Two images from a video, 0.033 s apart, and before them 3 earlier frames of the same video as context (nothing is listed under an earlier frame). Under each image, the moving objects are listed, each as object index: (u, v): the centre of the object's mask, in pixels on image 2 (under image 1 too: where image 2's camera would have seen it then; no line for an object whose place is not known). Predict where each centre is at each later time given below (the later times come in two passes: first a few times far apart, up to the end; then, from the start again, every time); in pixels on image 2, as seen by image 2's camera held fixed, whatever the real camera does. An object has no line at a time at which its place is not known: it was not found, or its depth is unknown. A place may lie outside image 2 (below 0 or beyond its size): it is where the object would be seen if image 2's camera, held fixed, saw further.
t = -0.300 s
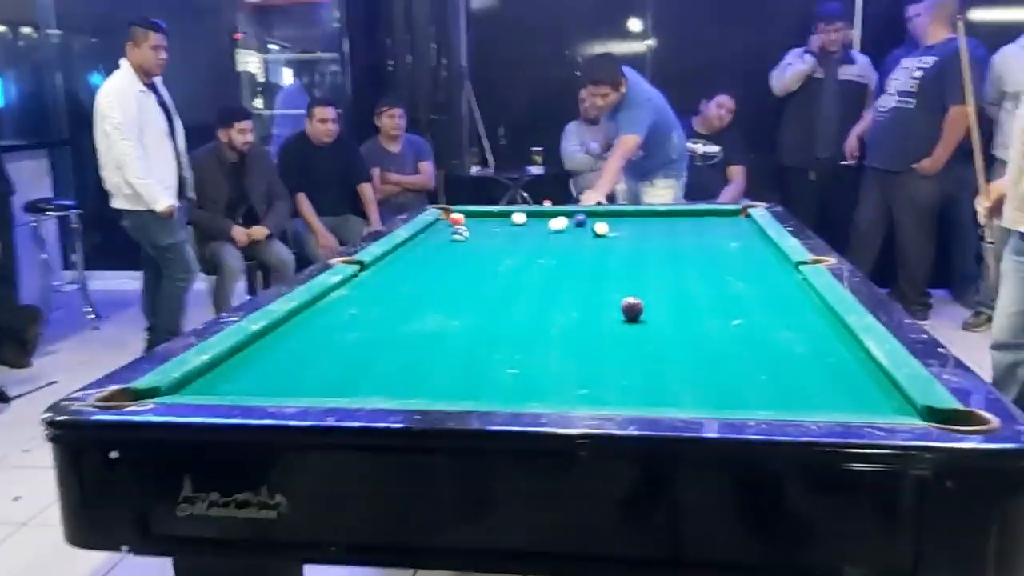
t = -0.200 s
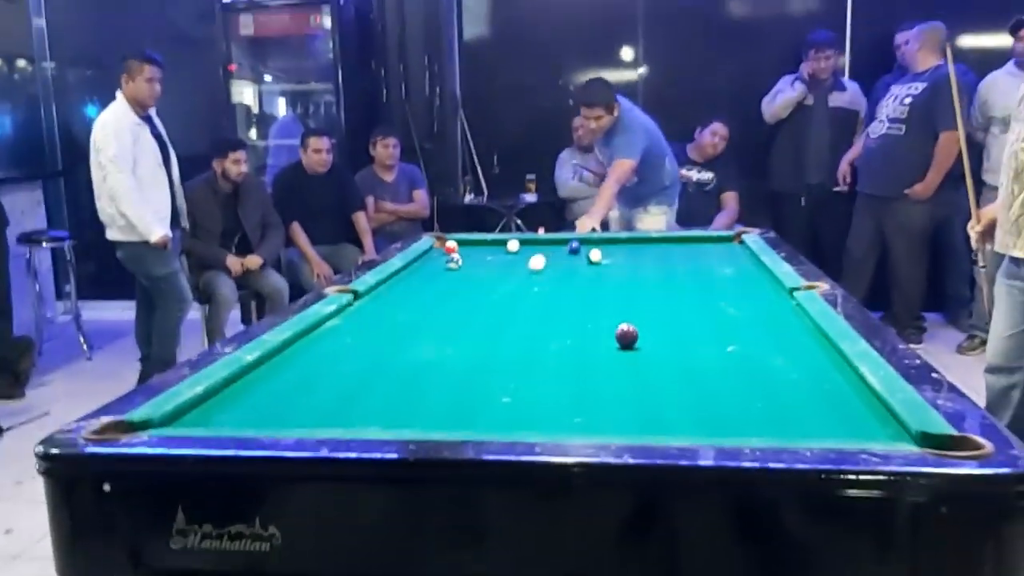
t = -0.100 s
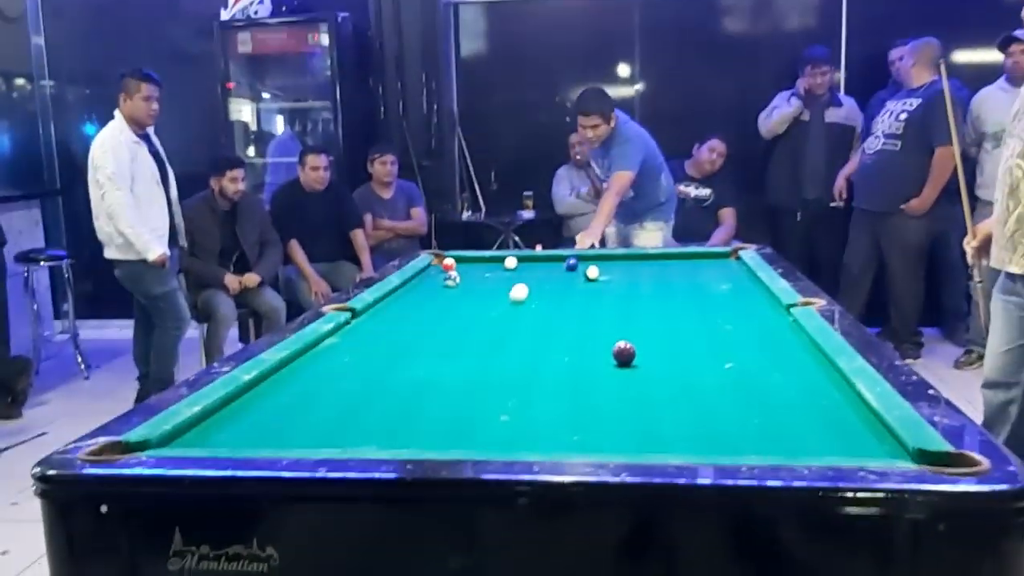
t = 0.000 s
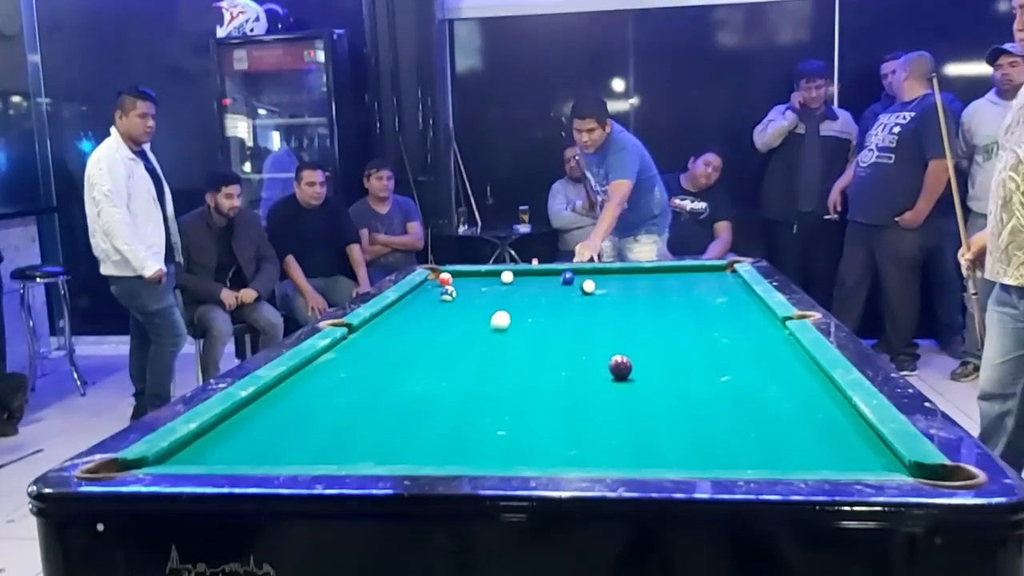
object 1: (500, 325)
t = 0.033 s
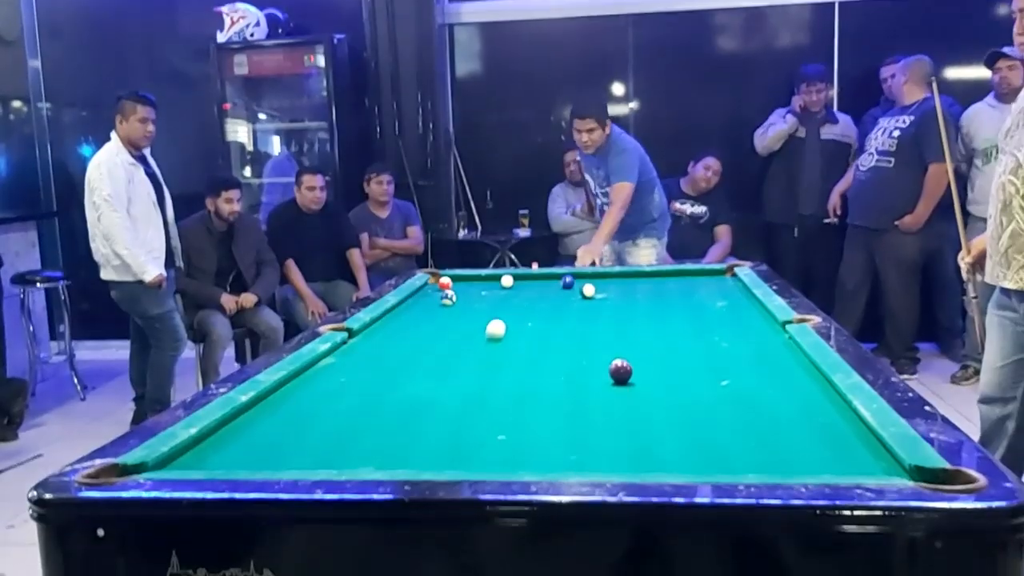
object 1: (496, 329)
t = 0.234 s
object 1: (468, 359)
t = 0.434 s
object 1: (434, 397)
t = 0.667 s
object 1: (376, 457)
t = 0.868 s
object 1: (443, 437)
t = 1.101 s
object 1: (516, 404)
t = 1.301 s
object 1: (567, 382)
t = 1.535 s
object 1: (615, 357)
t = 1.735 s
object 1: (650, 346)
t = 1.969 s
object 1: (685, 332)
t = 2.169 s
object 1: (710, 321)
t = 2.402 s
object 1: (736, 310)
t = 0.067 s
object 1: (491, 334)
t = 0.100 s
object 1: (486, 339)
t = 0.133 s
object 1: (482, 343)
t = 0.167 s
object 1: (477, 348)
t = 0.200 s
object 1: (473, 354)
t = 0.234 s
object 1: (468, 359)
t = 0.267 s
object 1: (463, 364)
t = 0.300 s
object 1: (458, 370)
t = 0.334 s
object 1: (452, 376)
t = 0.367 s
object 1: (447, 382)
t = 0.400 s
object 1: (440, 389)
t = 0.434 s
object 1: (434, 397)
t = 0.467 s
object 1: (427, 404)
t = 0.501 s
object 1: (420, 412)
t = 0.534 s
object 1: (412, 421)
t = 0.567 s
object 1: (404, 430)
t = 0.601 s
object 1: (395, 440)
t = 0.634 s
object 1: (386, 450)
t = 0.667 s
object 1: (376, 457)
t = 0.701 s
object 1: (368, 463)
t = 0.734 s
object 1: (385, 459)
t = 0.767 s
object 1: (402, 454)
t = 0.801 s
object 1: (416, 448)
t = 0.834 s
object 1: (430, 442)
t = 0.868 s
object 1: (443, 437)
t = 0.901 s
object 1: (454, 432)
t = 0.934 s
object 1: (466, 427)
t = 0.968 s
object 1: (477, 422)
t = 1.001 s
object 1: (487, 417)
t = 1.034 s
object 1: (497, 412)
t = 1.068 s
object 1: (507, 408)
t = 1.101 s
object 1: (516, 404)
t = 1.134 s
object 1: (526, 400)
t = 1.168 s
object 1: (534, 396)
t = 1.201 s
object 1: (543, 392)
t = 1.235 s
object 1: (551, 389)
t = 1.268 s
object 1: (559, 386)
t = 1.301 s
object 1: (567, 382)
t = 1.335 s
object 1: (575, 379)
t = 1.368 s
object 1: (582, 376)
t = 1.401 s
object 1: (589, 372)
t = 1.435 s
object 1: (596, 369)
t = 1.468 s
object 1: (602, 366)
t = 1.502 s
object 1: (608, 362)
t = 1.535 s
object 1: (615, 357)
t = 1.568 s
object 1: (623, 355)
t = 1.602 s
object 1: (629, 354)
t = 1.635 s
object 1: (634, 353)
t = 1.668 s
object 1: (639, 351)
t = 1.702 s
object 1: (645, 349)
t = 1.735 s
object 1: (650, 346)
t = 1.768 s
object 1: (656, 344)
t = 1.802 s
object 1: (661, 342)
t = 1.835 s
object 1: (666, 340)
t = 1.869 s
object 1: (671, 338)
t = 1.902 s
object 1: (676, 336)
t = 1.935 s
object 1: (680, 333)
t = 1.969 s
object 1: (685, 332)
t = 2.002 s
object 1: (691, 330)
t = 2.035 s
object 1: (695, 328)
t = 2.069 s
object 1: (699, 326)
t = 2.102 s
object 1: (703, 324)
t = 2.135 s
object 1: (706, 323)
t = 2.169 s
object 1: (710, 321)
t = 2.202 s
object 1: (714, 319)
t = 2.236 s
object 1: (718, 317)
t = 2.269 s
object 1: (722, 316)
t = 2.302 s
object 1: (725, 314)
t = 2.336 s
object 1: (729, 313)
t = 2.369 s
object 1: (733, 312)
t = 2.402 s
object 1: (736, 310)
